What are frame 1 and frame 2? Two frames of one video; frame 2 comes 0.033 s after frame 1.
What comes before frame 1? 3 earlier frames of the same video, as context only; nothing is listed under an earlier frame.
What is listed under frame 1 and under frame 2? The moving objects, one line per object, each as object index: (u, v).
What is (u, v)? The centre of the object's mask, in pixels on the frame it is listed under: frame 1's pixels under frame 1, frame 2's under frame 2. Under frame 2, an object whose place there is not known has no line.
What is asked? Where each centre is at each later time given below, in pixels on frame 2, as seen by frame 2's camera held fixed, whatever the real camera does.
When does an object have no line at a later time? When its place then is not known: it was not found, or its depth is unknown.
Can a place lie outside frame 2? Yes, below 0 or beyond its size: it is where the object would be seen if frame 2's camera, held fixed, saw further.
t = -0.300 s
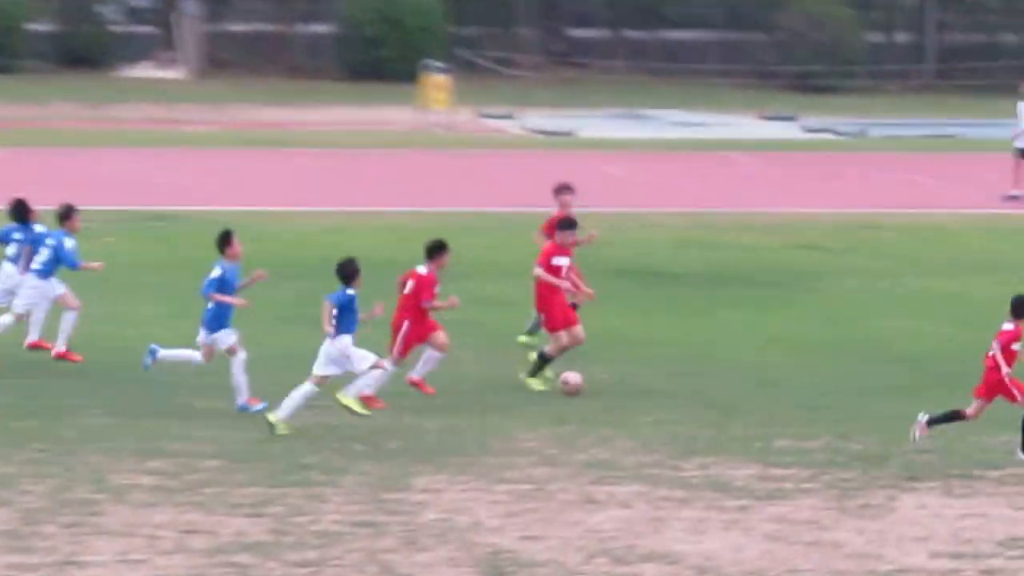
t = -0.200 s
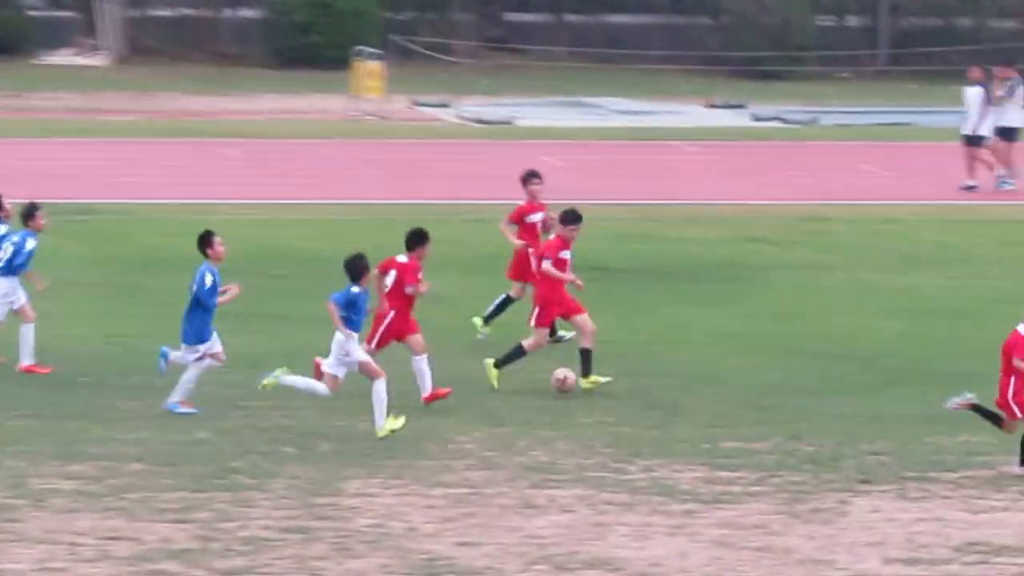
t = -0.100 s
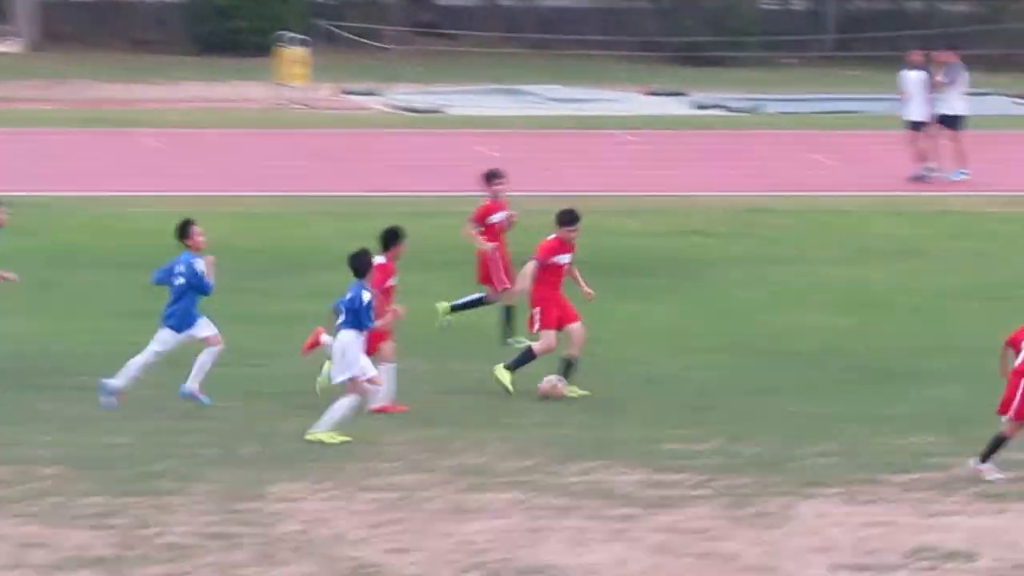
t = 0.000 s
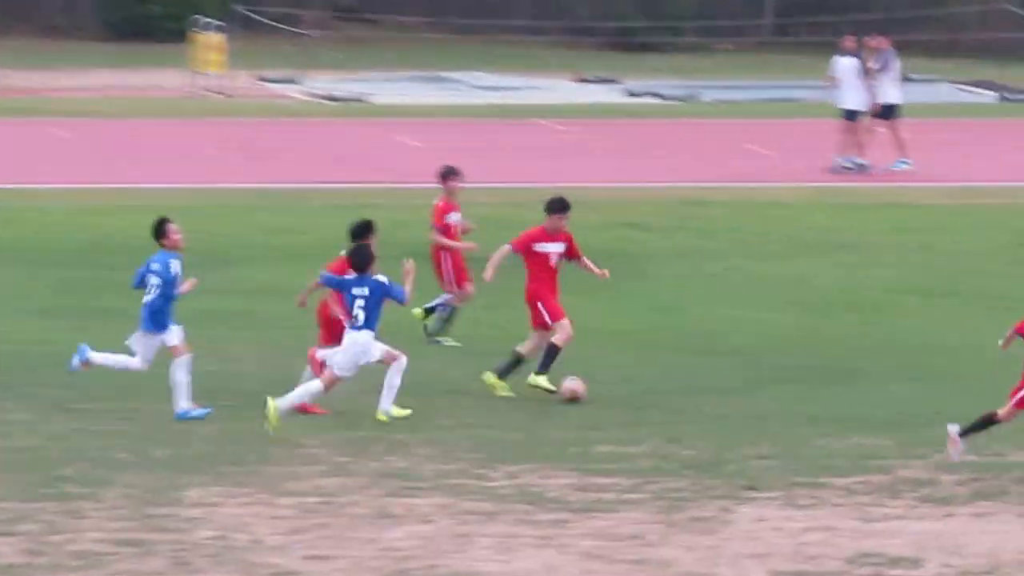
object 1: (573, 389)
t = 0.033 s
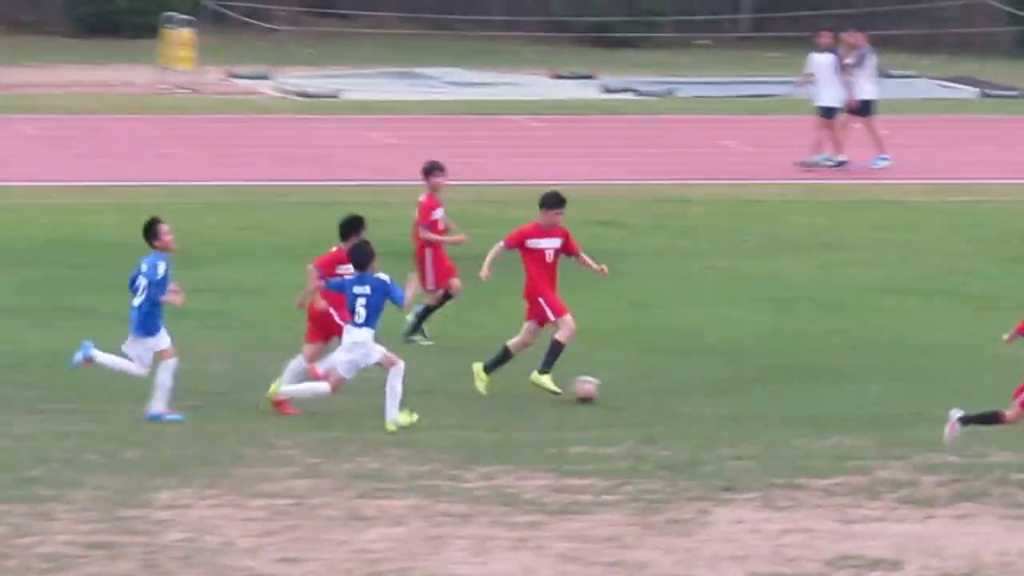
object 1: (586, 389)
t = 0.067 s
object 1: (625, 389)
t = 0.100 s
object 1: (664, 392)
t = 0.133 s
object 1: (702, 394)
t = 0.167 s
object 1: (739, 394)
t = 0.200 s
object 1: (774, 396)
